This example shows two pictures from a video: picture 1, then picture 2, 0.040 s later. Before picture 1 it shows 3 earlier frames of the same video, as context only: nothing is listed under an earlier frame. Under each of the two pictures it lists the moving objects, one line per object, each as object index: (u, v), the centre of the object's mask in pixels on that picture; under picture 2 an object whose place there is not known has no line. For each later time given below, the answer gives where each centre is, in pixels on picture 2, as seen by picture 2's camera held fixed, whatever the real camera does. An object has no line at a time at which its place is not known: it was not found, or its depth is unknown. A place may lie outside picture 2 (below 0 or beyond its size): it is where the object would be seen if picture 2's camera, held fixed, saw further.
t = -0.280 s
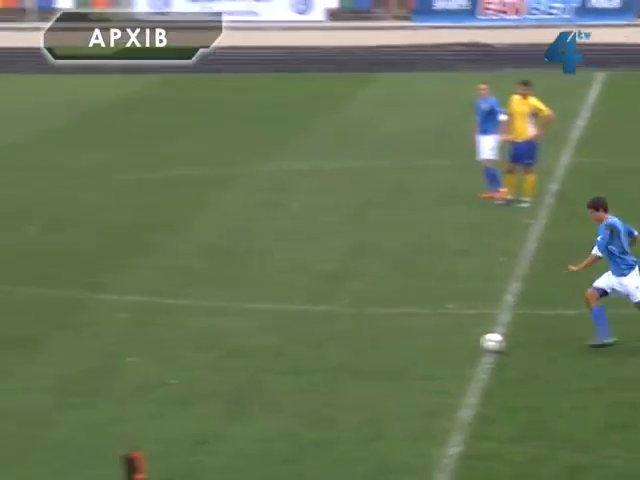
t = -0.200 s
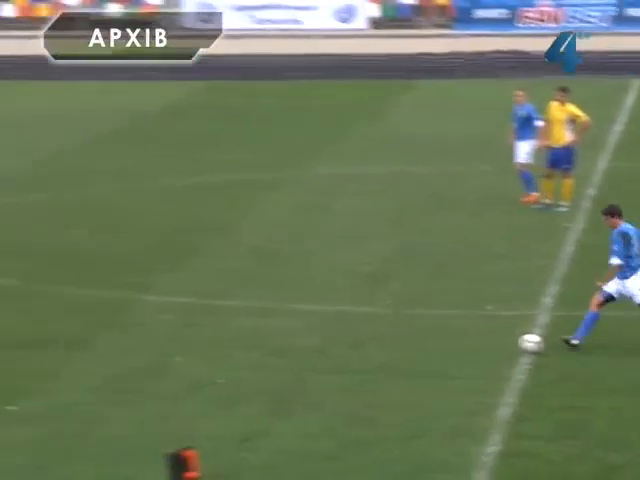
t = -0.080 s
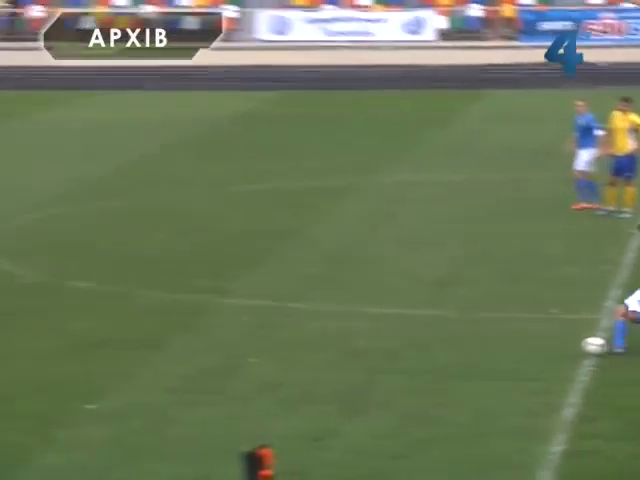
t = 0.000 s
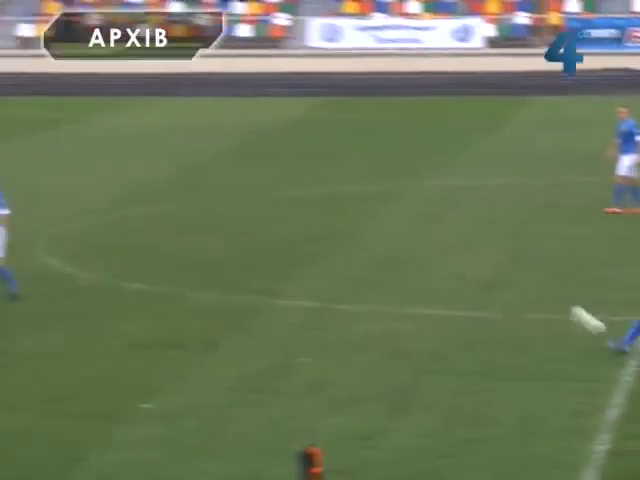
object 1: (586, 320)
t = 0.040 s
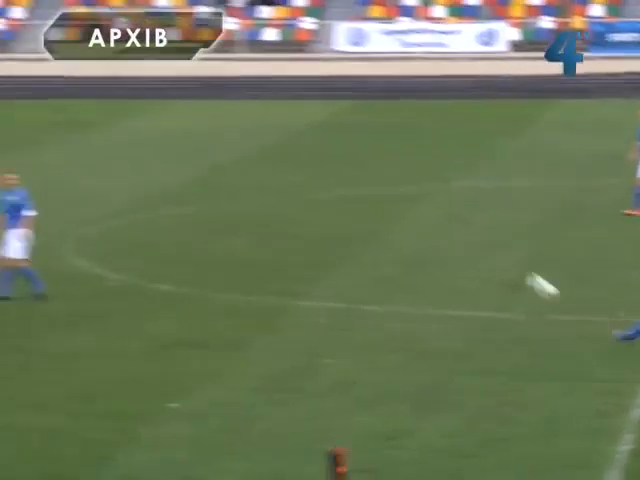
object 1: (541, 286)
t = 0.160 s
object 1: (355, 190)
